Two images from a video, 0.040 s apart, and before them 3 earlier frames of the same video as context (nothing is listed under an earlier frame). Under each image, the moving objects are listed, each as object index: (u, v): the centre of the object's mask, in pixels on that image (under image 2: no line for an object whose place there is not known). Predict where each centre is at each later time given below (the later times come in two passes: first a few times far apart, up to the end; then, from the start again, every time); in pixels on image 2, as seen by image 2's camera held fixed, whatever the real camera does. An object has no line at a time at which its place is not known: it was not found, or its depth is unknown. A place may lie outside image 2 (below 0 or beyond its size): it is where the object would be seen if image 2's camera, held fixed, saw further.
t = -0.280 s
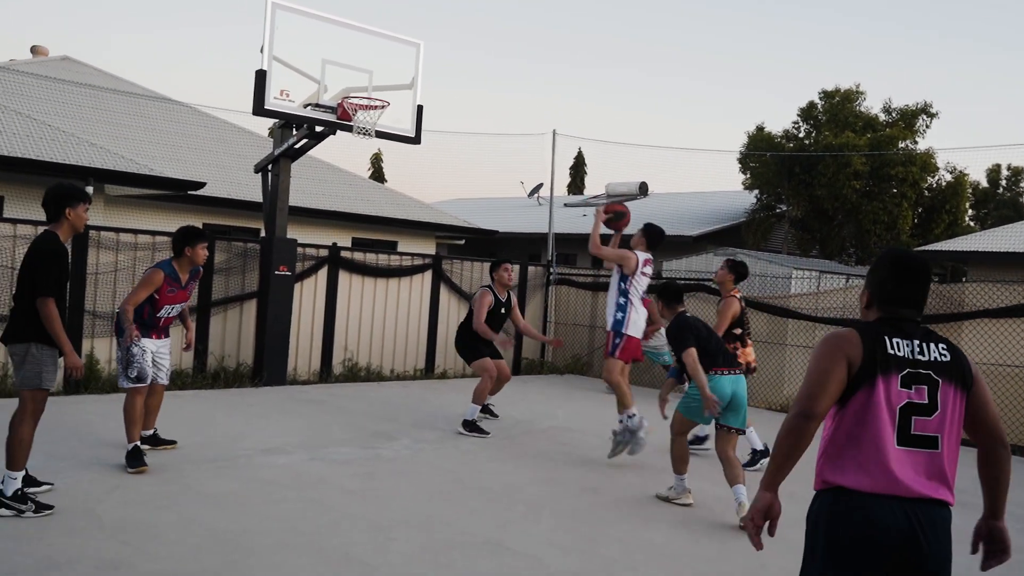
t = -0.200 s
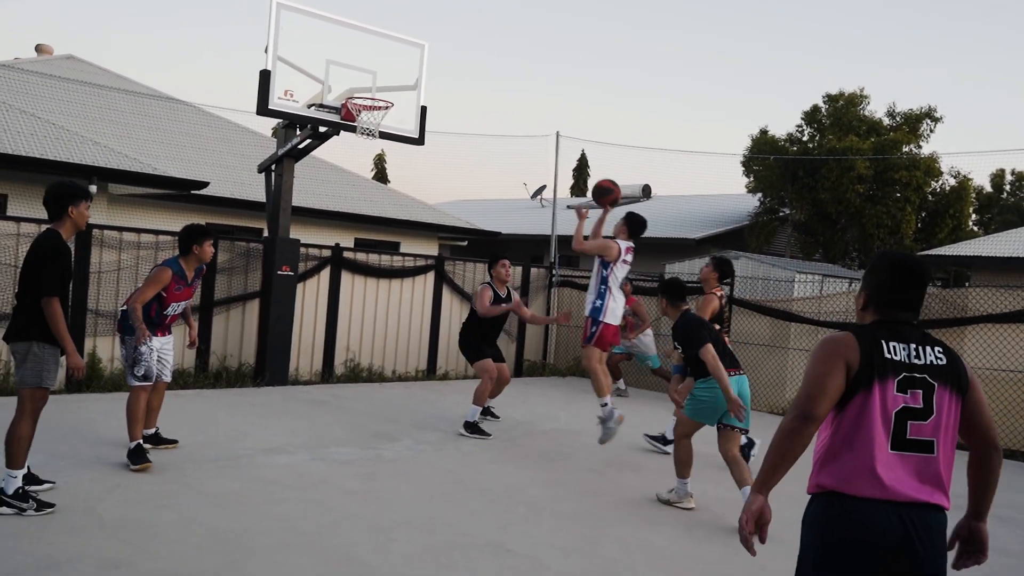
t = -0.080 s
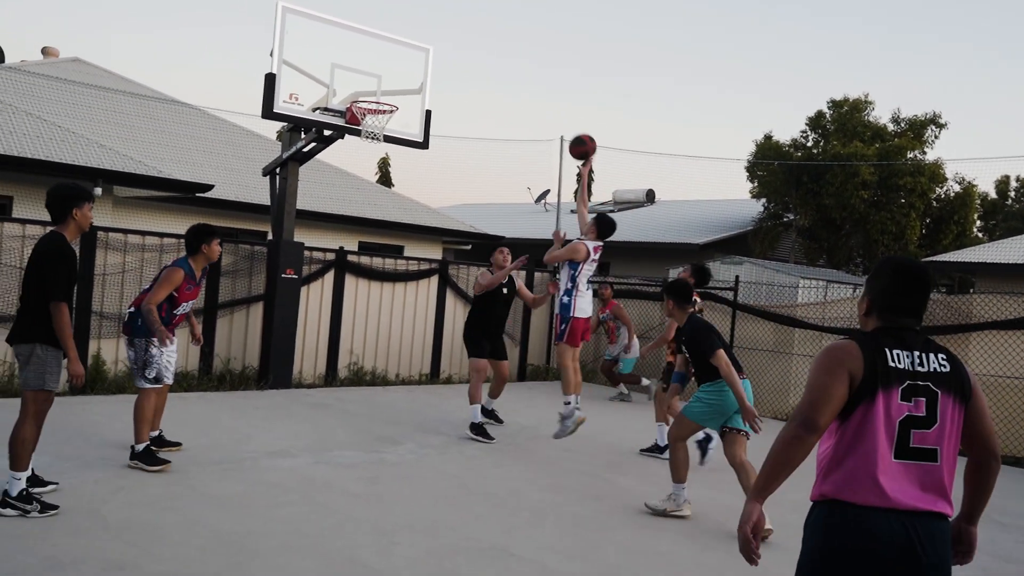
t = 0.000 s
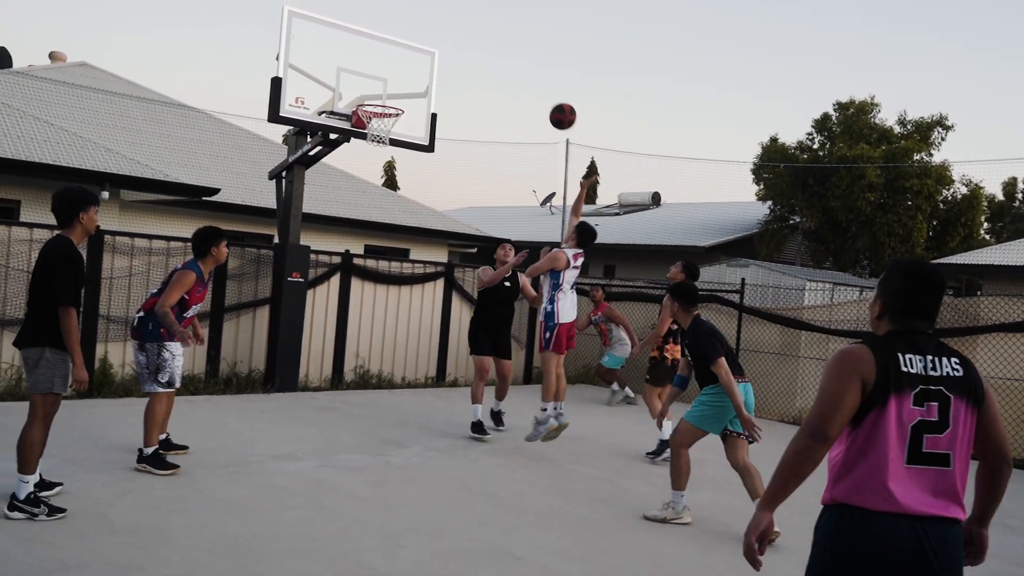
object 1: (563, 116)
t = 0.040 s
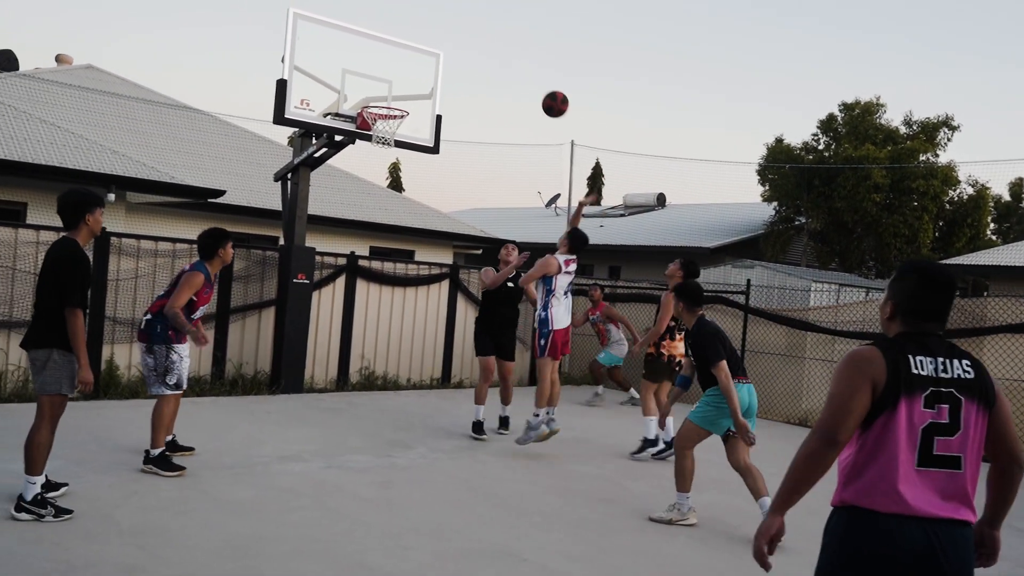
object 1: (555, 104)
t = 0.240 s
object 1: (495, 66)
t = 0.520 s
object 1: (417, 84)
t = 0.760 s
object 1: (373, 147)
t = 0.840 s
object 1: (369, 166)
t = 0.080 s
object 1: (543, 93)
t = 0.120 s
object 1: (531, 83)
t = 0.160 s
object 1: (519, 75)
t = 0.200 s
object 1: (507, 70)
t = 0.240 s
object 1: (495, 66)
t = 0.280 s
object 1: (484, 63)
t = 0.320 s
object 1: (472, 63)
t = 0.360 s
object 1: (461, 64)
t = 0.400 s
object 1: (450, 67)
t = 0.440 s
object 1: (439, 71)
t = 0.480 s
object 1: (428, 77)
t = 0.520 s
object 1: (417, 84)
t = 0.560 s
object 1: (406, 92)
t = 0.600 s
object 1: (396, 101)
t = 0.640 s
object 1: (385, 113)
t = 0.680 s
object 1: (382, 121)
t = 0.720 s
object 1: (379, 134)
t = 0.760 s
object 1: (373, 147)
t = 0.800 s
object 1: (371, 154)
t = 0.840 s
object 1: (369, 166)
